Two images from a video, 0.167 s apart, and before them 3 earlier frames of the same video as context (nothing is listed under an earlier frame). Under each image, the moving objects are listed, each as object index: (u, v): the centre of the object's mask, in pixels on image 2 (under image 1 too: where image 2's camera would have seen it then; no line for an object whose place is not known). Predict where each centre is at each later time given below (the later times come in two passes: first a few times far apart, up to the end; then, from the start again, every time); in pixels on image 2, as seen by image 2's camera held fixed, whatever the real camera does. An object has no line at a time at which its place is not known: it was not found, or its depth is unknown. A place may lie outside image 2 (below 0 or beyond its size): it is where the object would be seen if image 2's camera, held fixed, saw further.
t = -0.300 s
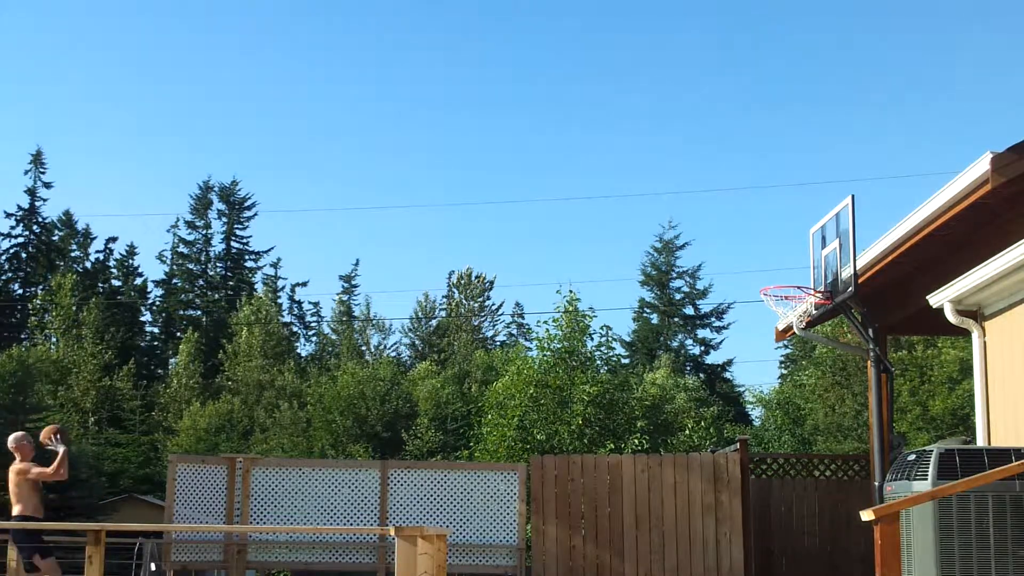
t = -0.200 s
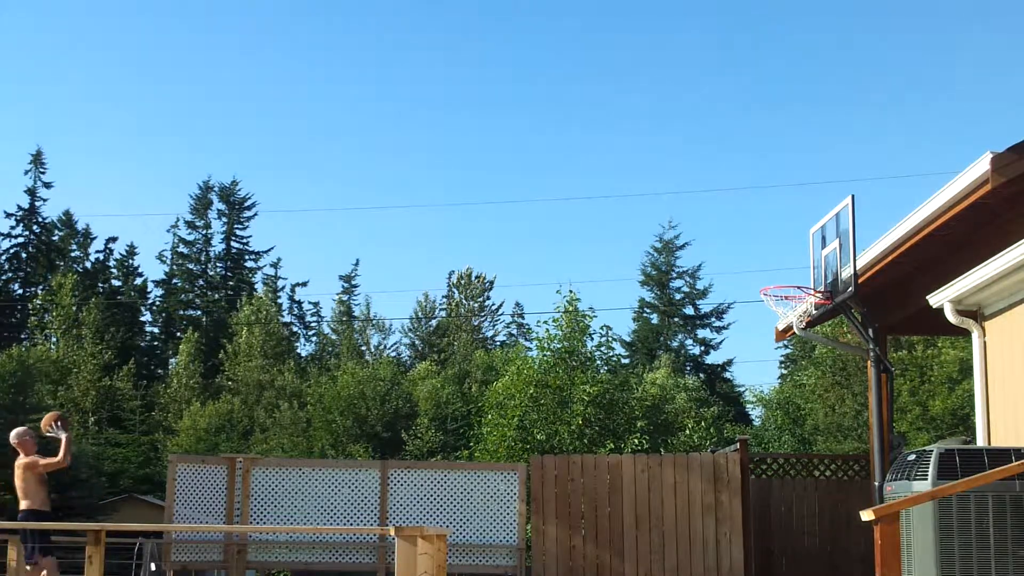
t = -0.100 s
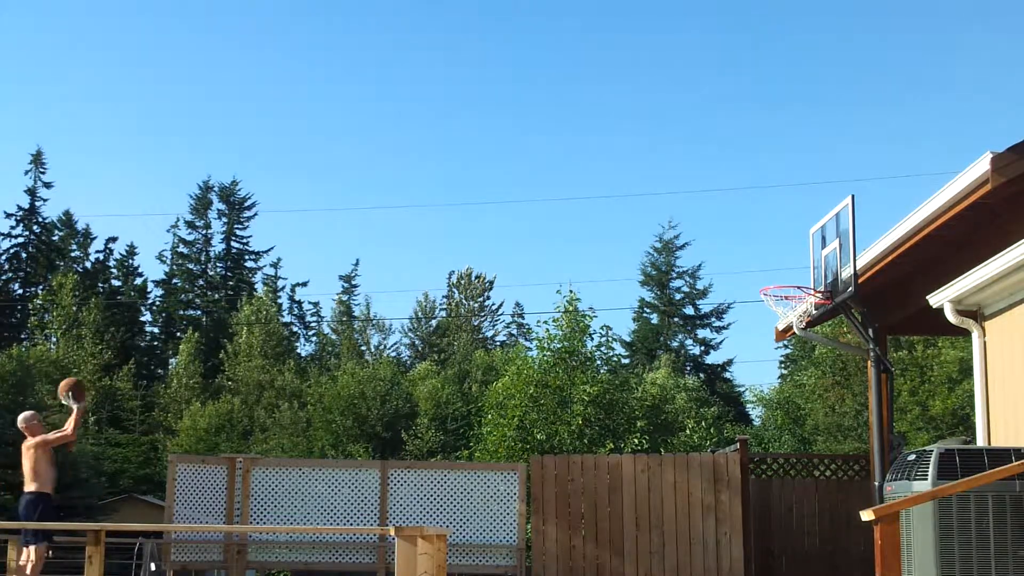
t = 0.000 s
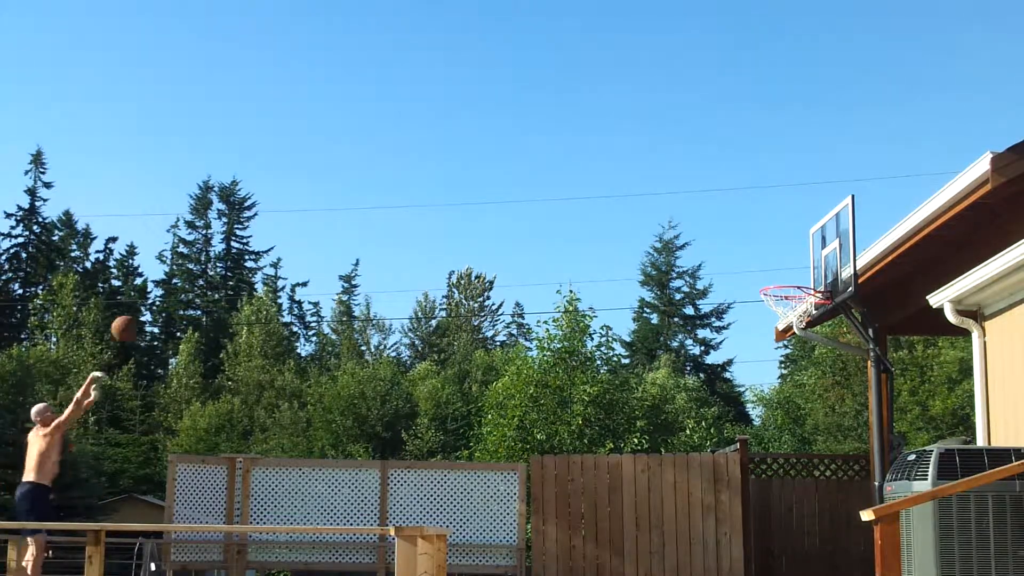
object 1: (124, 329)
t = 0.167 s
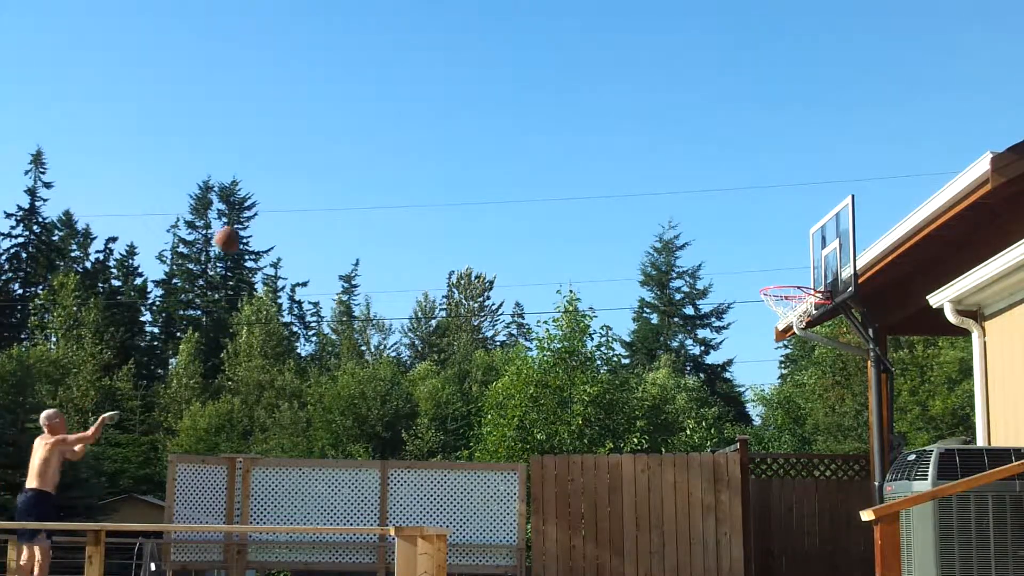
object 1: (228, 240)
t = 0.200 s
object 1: (248, 226)
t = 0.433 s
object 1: (386, 158)
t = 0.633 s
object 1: (502, 145)
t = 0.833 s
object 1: (617, 174)
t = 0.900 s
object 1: (656, 193)
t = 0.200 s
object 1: (248, 226)
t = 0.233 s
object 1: (268, 212)
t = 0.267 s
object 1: (288, 201)
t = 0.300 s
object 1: (308, 190)
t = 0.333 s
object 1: (328, 180)
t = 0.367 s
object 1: (347, 172)
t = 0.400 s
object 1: (366, 164)
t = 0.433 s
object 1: (386, 158)
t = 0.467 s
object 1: (405, 153)
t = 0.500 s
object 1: (424, 149)
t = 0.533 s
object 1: (444, 146)
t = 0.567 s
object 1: (463, 144)
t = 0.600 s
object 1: (482, 144)
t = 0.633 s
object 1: (502, 145)
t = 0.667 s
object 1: (521, 146)
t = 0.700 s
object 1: (540, 149)
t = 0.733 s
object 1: (559, 154)
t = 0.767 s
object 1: (578, 159)
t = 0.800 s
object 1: (598, 166)
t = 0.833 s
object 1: (617, 174)
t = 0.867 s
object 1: (637, 183)
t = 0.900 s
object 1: (656, 193)
